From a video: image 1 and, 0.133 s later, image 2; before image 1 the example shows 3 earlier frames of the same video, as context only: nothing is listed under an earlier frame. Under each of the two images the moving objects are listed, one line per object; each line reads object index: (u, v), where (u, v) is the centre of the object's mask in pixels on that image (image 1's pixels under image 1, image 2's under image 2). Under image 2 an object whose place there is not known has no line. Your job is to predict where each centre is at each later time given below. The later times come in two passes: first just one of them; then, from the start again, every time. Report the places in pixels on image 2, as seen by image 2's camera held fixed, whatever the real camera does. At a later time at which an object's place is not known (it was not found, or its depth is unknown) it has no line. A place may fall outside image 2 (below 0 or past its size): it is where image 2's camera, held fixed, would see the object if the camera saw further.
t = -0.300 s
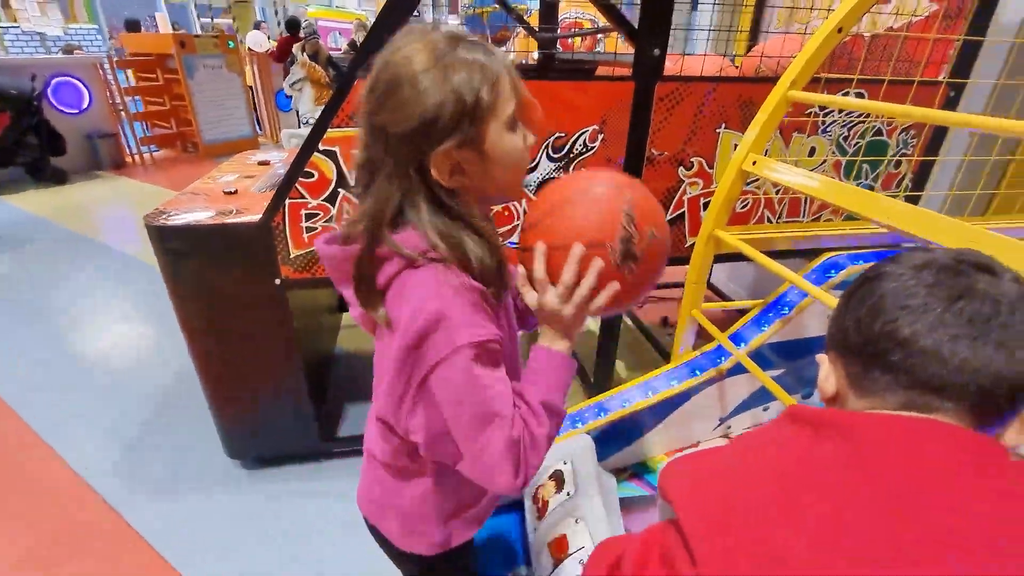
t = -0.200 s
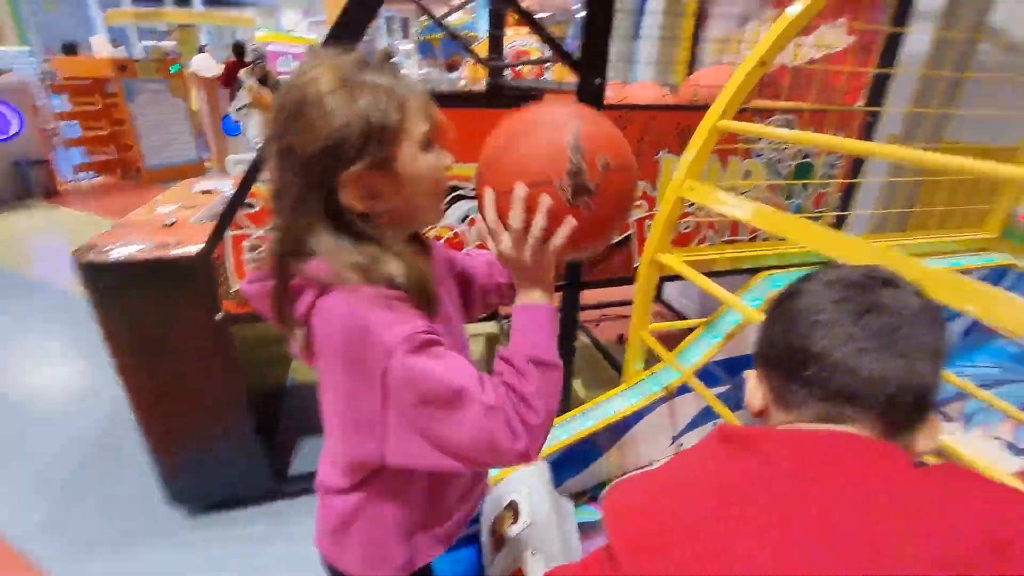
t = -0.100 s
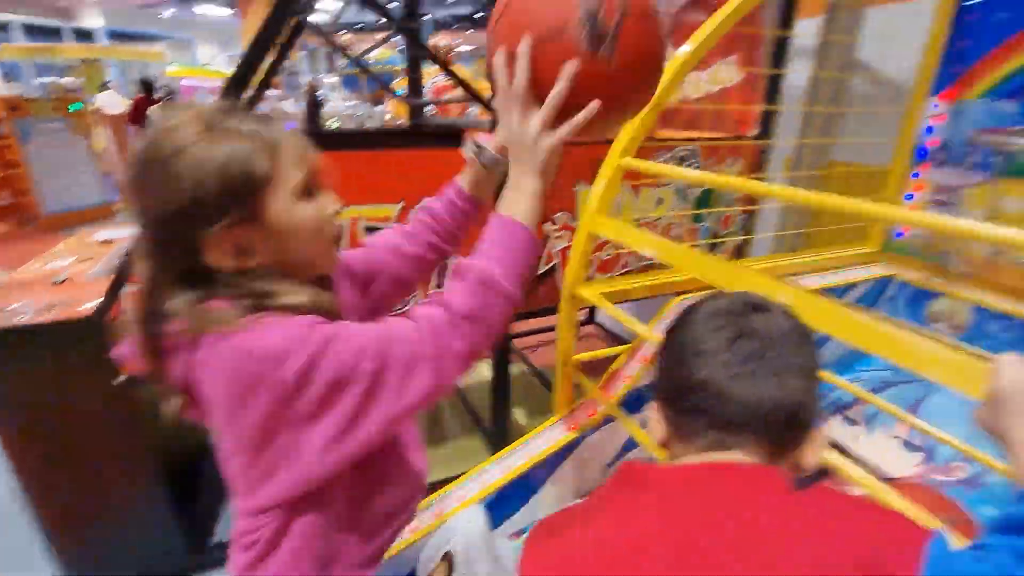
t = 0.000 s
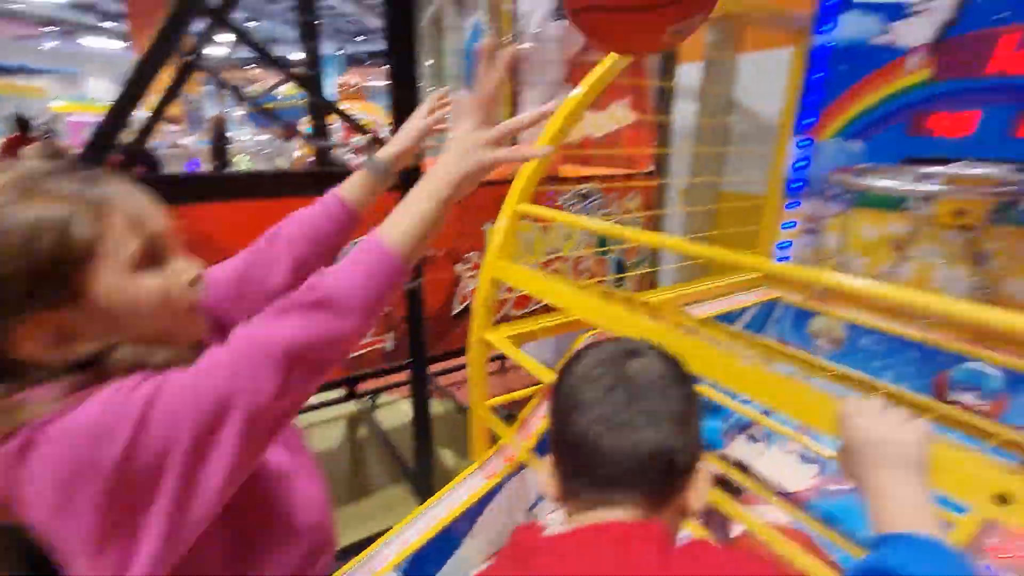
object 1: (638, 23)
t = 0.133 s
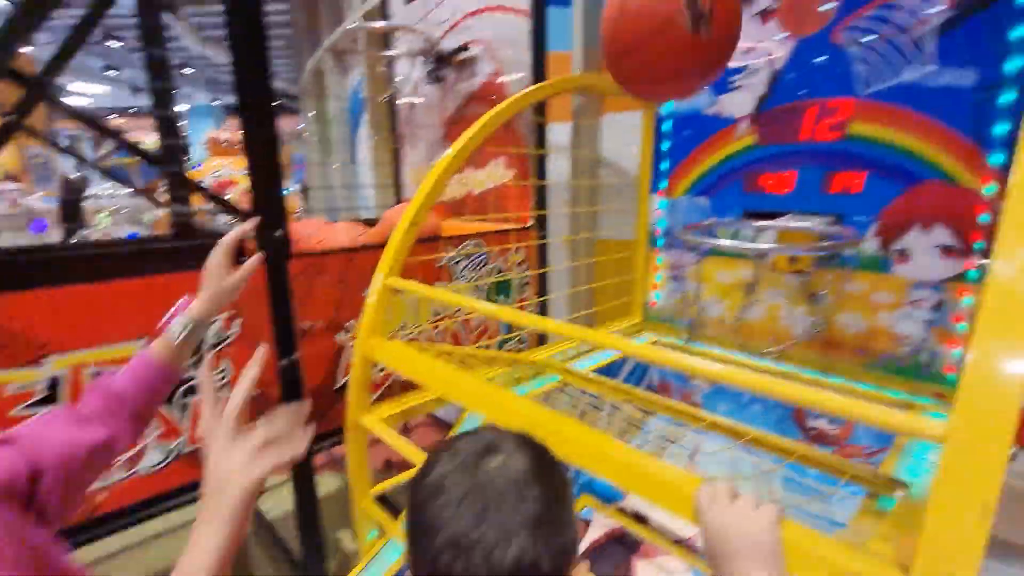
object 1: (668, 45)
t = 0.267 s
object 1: (783, 134)
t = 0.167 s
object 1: (704, 47)
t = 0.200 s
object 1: (733, 71)
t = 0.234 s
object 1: (760, 101)
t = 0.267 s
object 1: (783, 134)
